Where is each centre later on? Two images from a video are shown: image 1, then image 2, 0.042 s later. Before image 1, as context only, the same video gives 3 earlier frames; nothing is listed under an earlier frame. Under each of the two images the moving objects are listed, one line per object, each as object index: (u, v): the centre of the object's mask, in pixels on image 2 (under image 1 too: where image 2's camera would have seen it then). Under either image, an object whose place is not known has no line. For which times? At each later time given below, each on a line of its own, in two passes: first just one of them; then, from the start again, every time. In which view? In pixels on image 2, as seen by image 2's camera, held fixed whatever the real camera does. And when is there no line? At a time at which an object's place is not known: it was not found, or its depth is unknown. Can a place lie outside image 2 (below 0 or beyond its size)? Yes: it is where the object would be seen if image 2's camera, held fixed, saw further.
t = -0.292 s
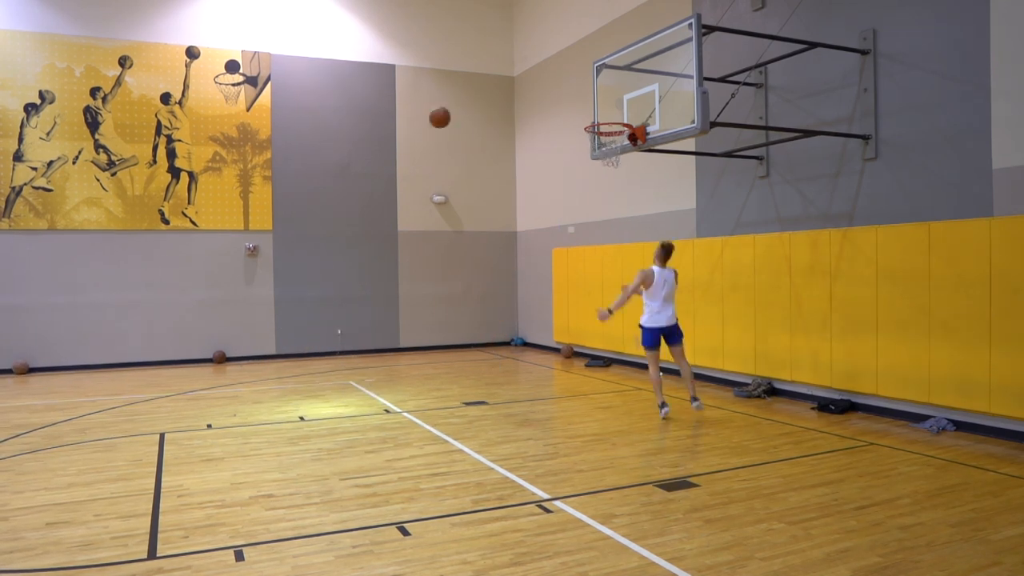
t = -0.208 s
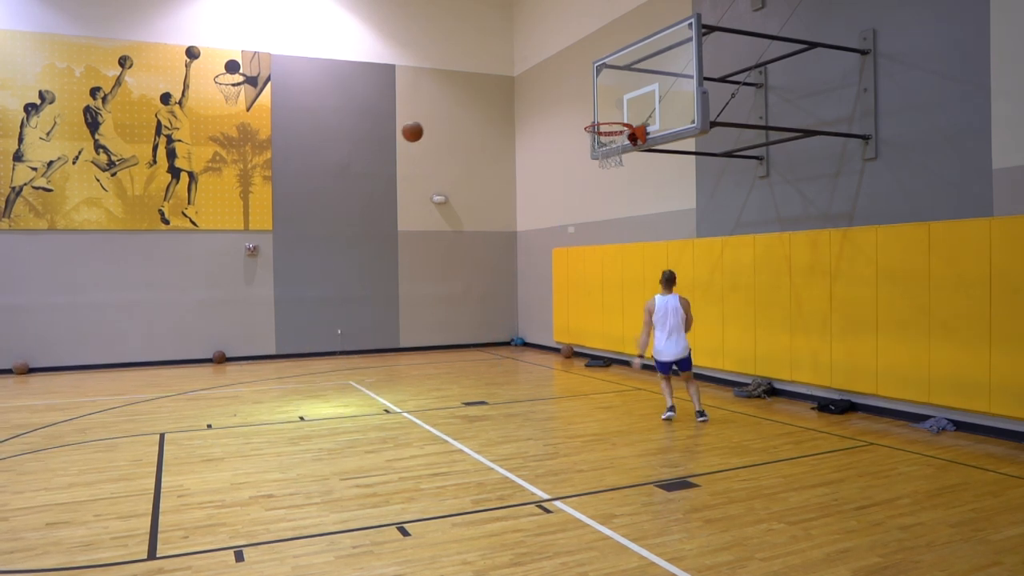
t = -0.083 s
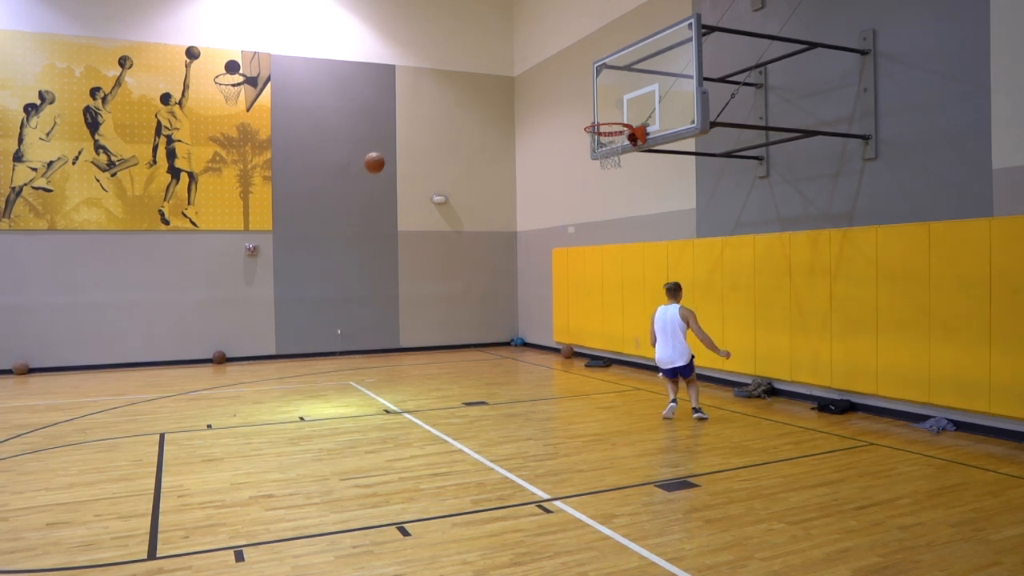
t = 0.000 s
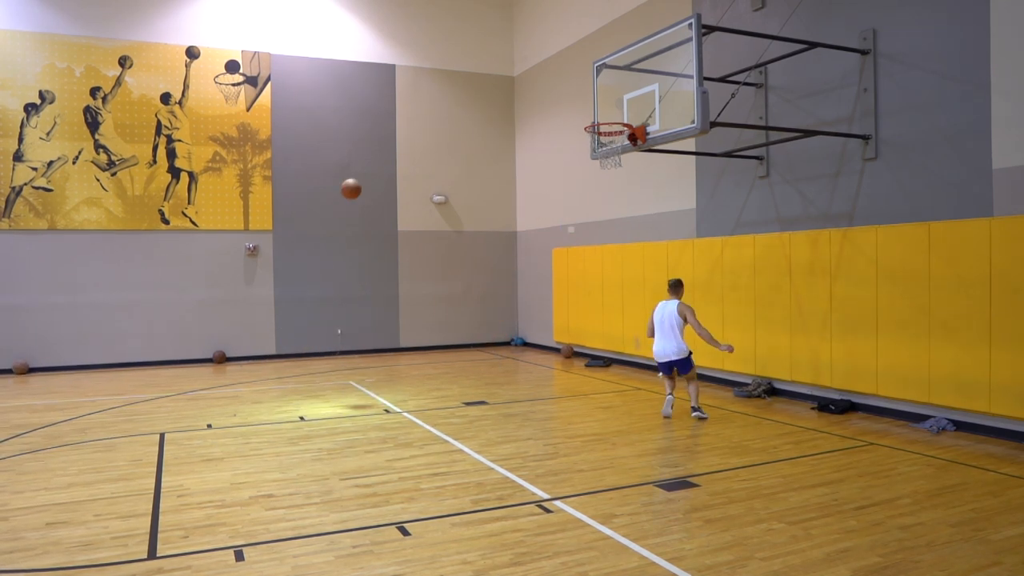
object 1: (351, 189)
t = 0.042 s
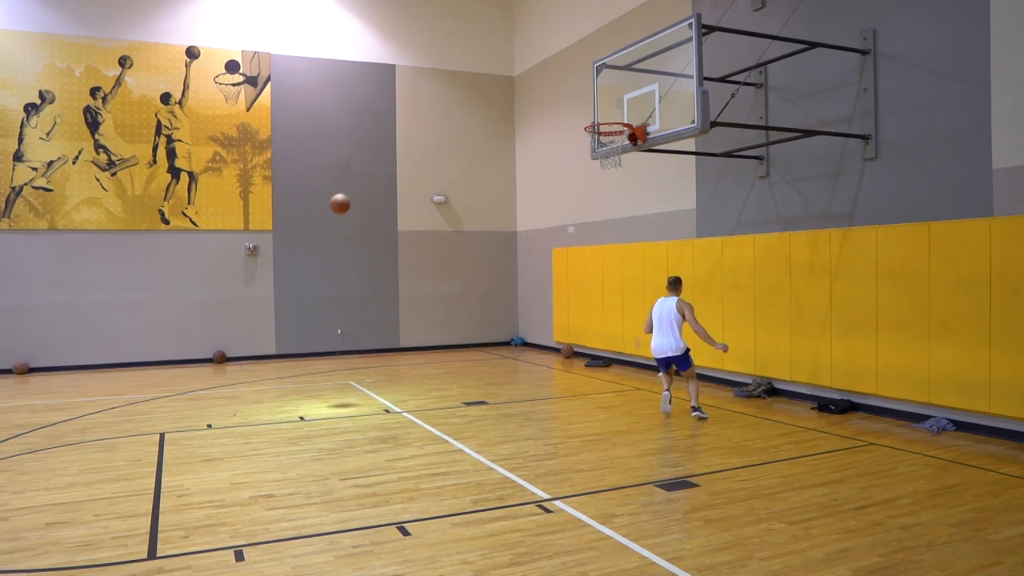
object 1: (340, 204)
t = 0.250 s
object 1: (288, 293)
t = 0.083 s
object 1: (329, 220)
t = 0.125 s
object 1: (318, 237)
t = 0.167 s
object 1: (308, 254)
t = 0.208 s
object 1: (298, 273)
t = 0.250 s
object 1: (288, 293)
